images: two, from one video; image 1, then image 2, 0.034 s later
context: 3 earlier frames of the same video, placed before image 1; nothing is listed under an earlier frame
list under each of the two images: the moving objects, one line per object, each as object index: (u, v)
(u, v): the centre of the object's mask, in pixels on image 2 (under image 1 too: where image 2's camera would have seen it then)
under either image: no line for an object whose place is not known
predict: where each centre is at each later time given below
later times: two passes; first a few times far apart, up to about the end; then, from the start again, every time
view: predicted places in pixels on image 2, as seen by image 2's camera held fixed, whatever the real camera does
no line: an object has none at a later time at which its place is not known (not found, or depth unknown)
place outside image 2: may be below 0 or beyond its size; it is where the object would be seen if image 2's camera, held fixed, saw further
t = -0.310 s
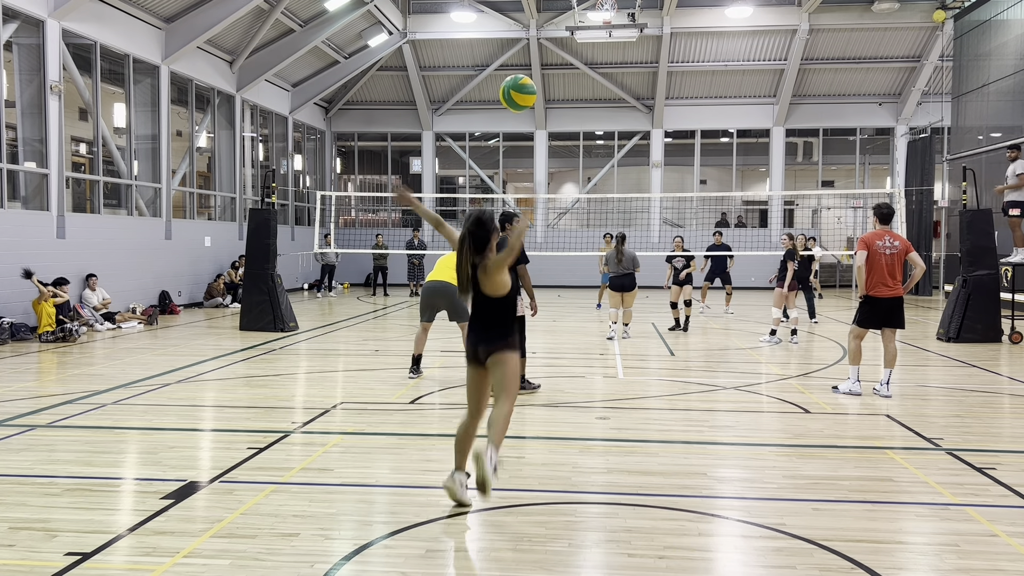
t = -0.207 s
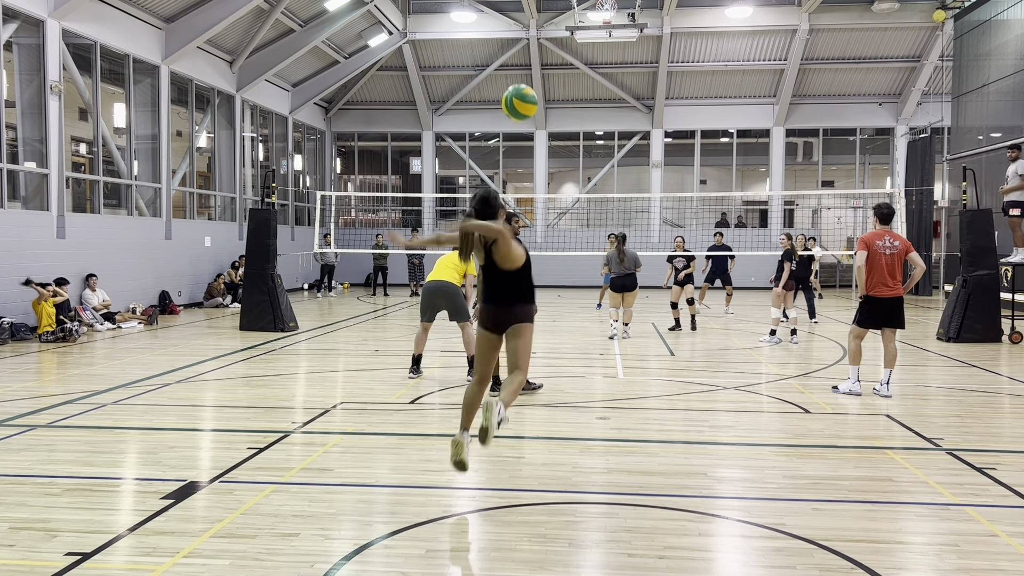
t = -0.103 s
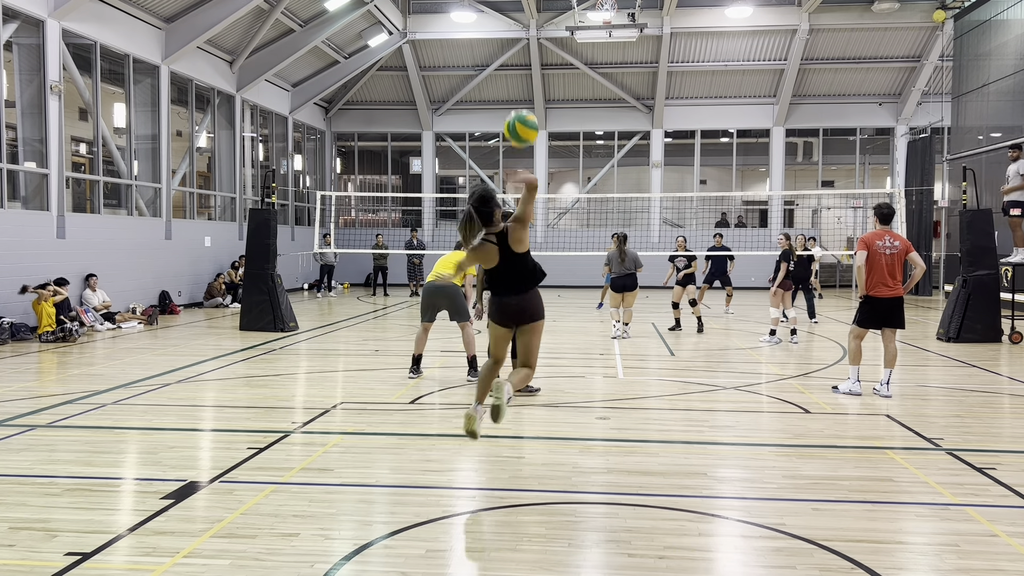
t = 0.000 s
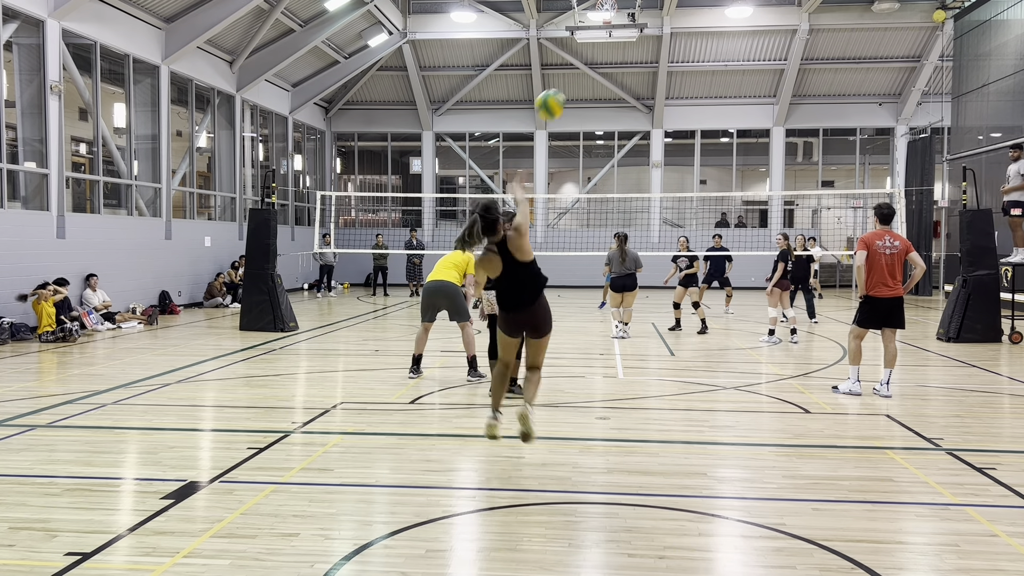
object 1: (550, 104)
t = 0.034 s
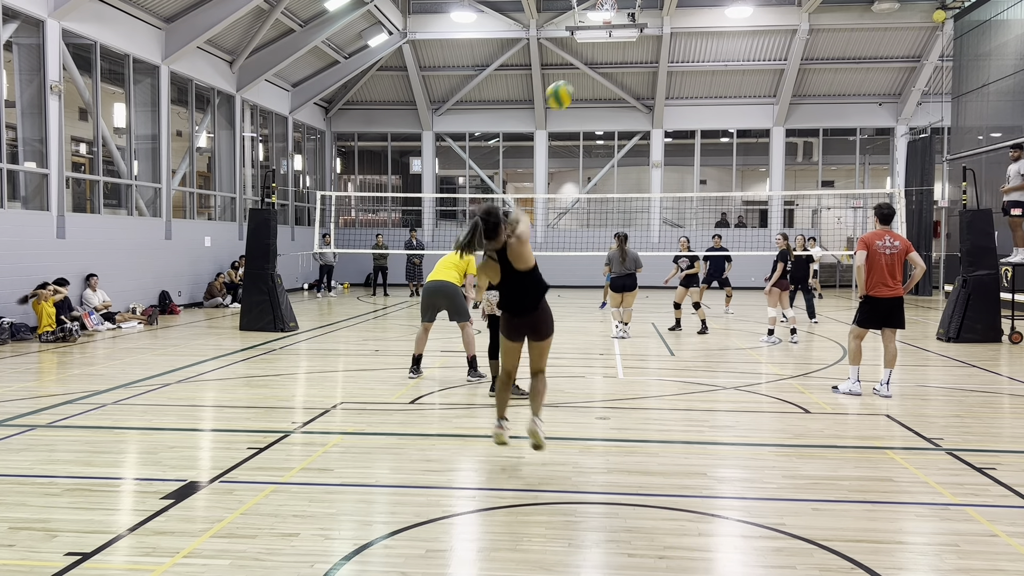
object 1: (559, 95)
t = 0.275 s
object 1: (593, 75)
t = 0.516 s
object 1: (610, 90)
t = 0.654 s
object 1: (618, 106)
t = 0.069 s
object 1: (567, 89)
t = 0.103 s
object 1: (573, 83)
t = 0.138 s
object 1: (578, 80)
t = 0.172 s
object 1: (583, 77)
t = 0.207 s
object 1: (587, 75)
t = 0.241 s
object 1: (590, 75)
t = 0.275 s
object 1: (593, 75)
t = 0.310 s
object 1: (596, 76)
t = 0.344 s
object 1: (599, 77)
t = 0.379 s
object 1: (601, 79)
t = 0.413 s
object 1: (603, 81)
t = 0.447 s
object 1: (605, 84)
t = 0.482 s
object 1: (607, 87)
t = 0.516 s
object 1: (610, 90)
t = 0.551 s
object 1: (612, 94)
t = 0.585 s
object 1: (614, 97)
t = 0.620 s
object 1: (617, 101)
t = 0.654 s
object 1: (618, 106)
